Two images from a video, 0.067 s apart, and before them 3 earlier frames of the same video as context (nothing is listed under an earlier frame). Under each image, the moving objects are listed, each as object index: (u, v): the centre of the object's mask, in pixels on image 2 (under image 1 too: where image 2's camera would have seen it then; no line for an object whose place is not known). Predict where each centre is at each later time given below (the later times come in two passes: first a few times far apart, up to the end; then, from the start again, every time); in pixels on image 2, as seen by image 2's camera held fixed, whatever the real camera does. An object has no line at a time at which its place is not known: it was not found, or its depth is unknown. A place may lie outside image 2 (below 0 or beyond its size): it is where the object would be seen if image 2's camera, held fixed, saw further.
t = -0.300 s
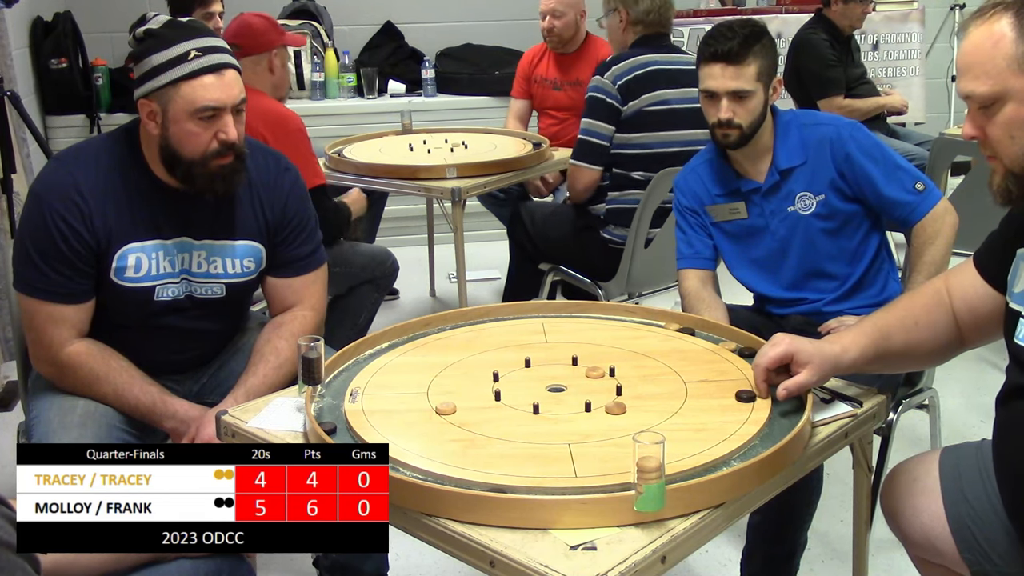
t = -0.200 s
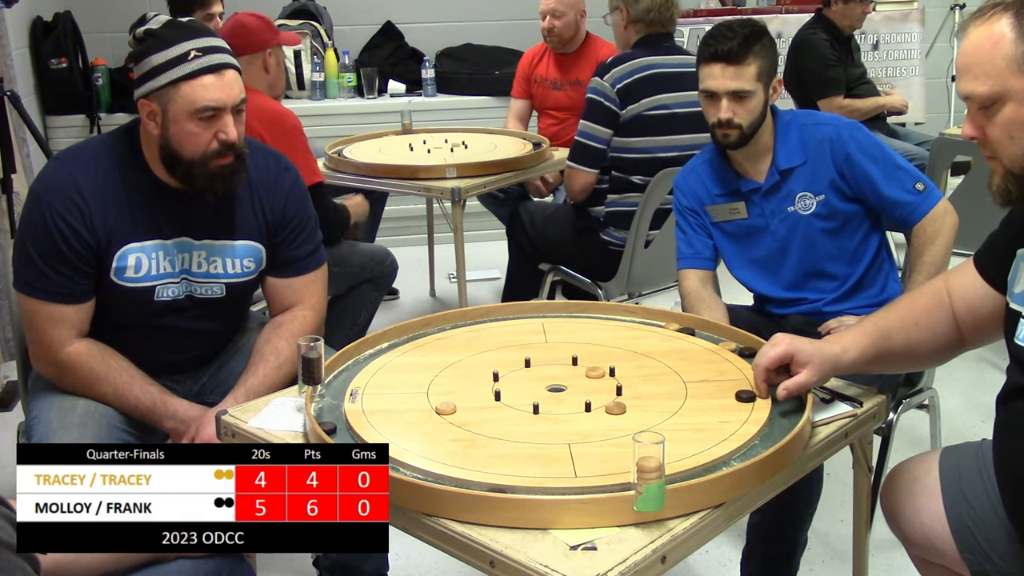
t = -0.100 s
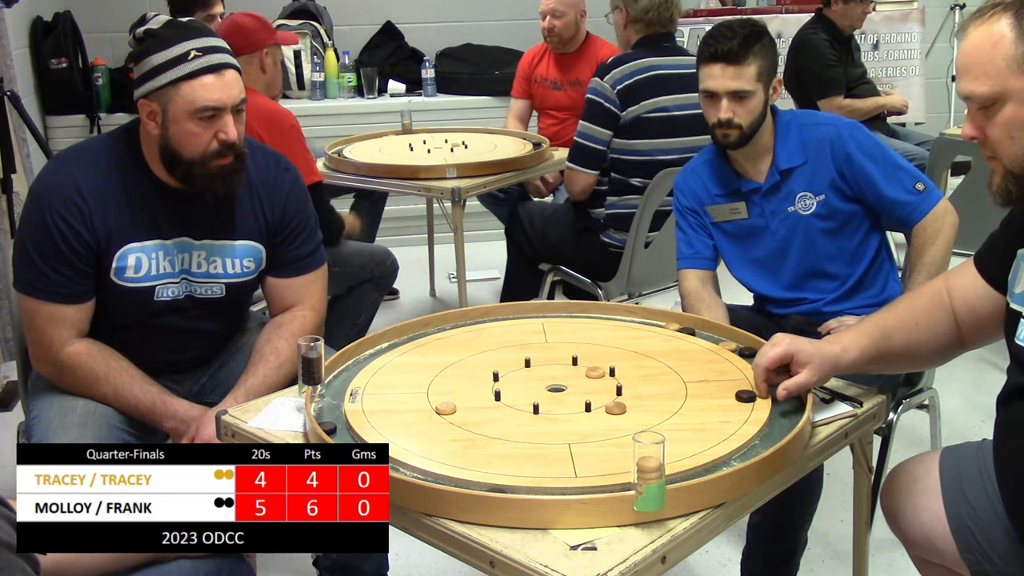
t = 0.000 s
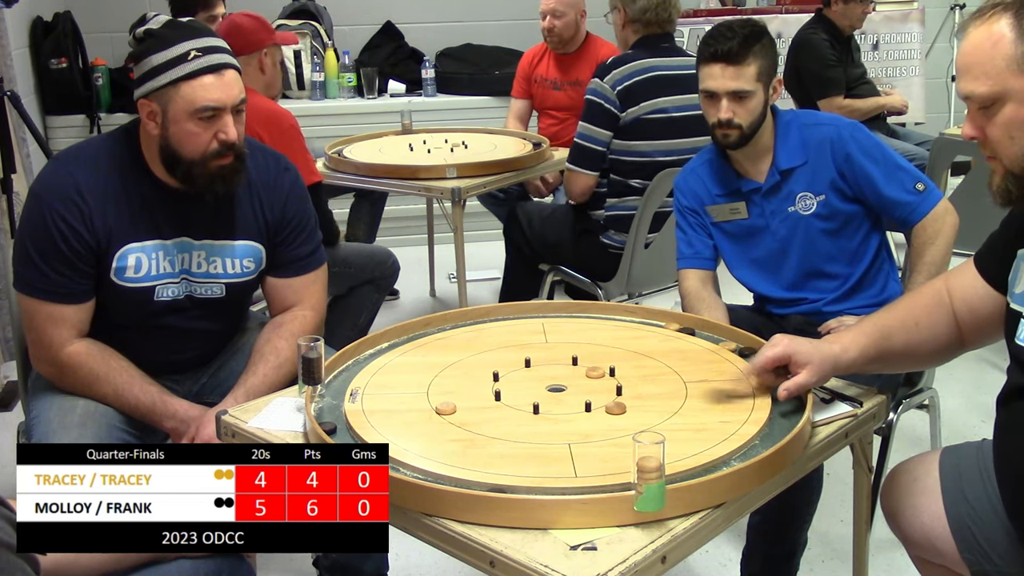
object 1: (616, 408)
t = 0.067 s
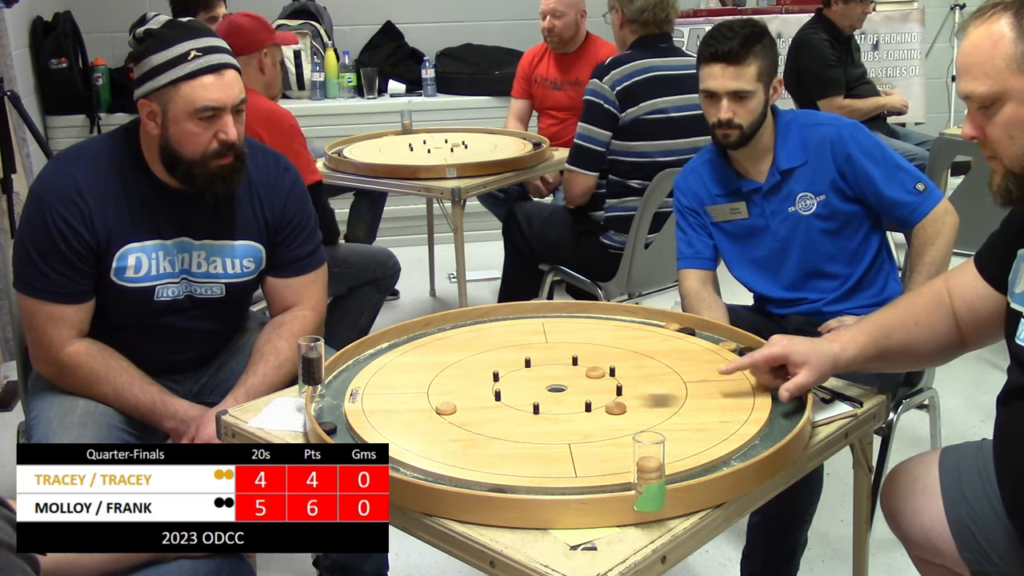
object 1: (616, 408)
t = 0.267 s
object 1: (514, 435)
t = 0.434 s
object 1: (410, 466)
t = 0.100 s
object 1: (614, 408)
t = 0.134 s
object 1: (594, 414)
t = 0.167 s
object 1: (574, 419)
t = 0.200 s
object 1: (553, 425)
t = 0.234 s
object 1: (534, 430)
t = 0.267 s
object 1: (514, 435)
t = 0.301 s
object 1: (492, 440)
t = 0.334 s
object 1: (473, 445)
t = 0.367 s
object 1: (454, 449)
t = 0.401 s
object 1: (434, 455)
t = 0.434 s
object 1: (410, 466)
